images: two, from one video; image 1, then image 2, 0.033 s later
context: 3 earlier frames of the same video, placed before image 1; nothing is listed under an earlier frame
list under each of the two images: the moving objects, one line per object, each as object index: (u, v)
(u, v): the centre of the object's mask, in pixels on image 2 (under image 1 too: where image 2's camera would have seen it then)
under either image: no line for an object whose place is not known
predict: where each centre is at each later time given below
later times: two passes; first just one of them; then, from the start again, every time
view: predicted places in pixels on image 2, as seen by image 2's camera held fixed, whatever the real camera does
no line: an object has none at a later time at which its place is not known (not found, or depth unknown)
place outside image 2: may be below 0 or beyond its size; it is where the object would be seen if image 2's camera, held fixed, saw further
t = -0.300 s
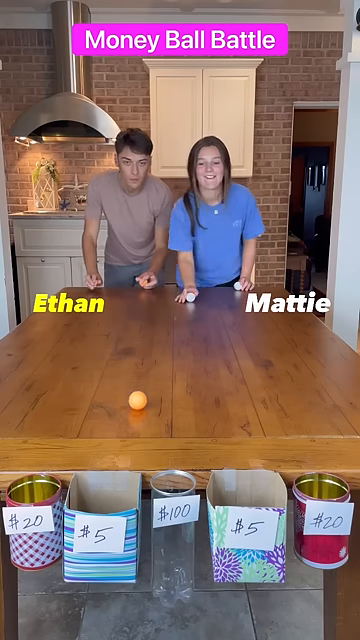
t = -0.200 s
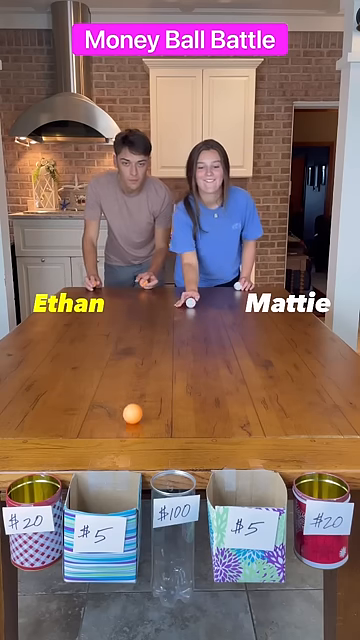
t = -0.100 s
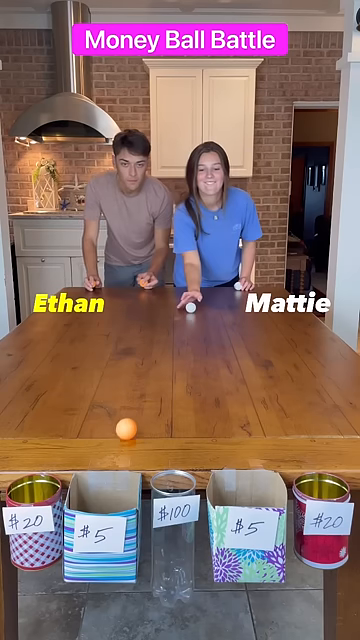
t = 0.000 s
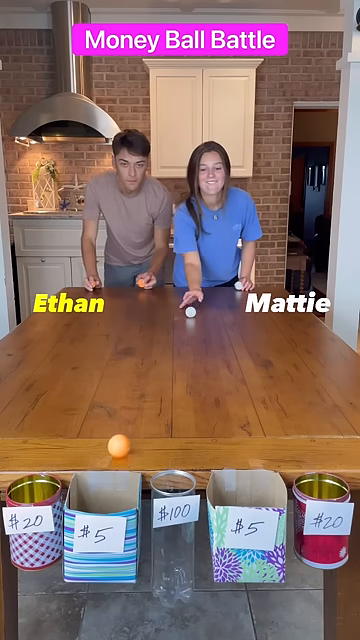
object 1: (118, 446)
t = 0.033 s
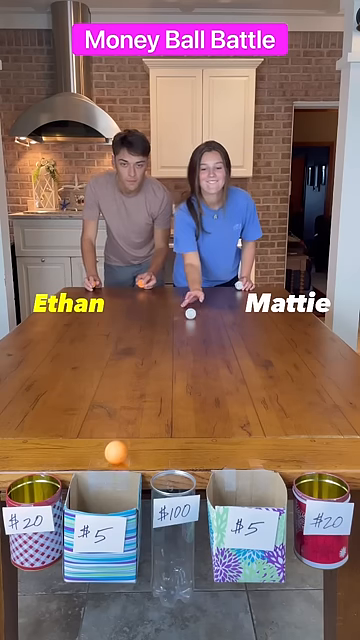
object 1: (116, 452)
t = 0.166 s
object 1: (104, 506)
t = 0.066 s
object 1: (112, 459)
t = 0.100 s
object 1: (110, 470)
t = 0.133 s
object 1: (107, 488)
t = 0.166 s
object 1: (104, 506)
